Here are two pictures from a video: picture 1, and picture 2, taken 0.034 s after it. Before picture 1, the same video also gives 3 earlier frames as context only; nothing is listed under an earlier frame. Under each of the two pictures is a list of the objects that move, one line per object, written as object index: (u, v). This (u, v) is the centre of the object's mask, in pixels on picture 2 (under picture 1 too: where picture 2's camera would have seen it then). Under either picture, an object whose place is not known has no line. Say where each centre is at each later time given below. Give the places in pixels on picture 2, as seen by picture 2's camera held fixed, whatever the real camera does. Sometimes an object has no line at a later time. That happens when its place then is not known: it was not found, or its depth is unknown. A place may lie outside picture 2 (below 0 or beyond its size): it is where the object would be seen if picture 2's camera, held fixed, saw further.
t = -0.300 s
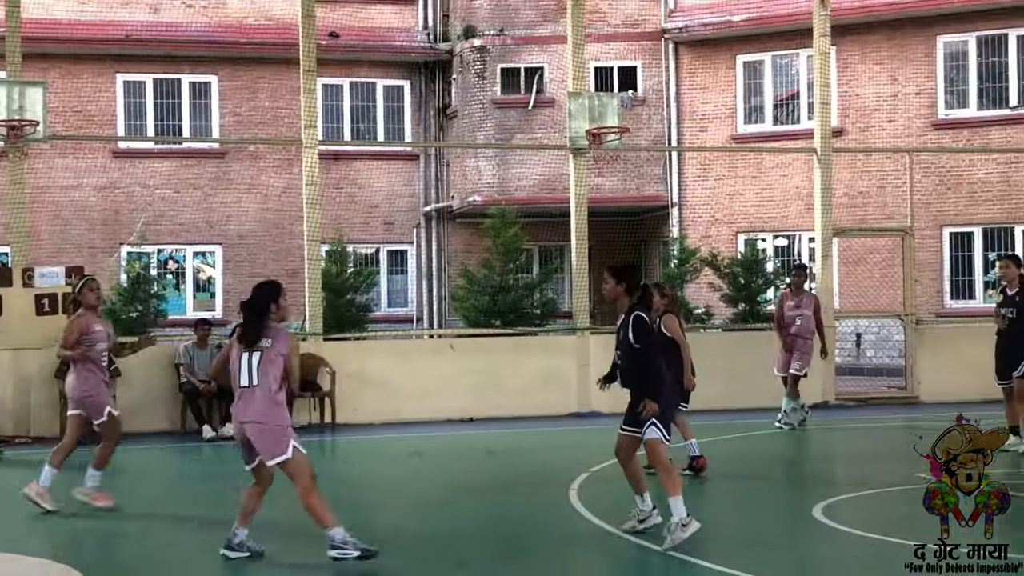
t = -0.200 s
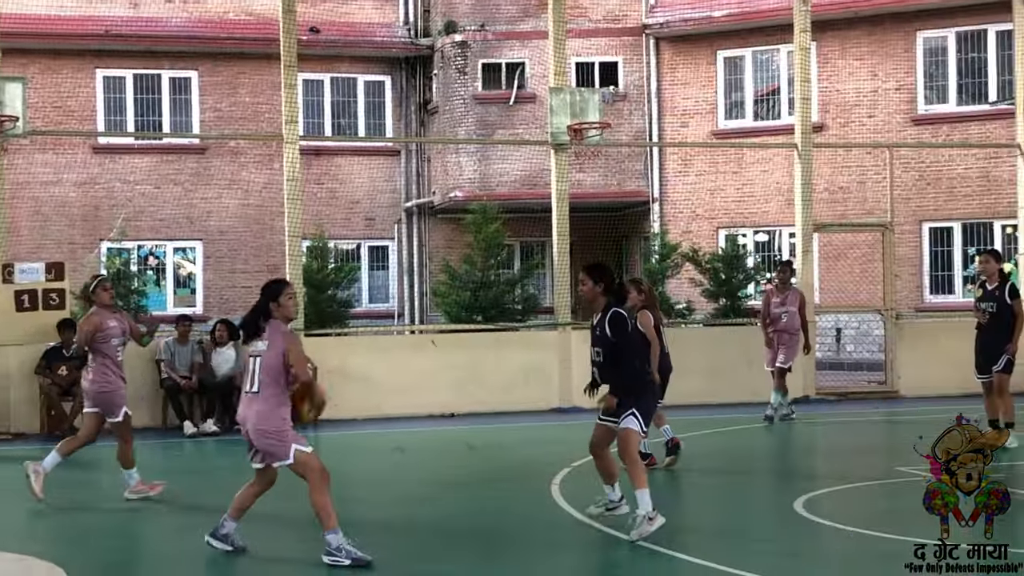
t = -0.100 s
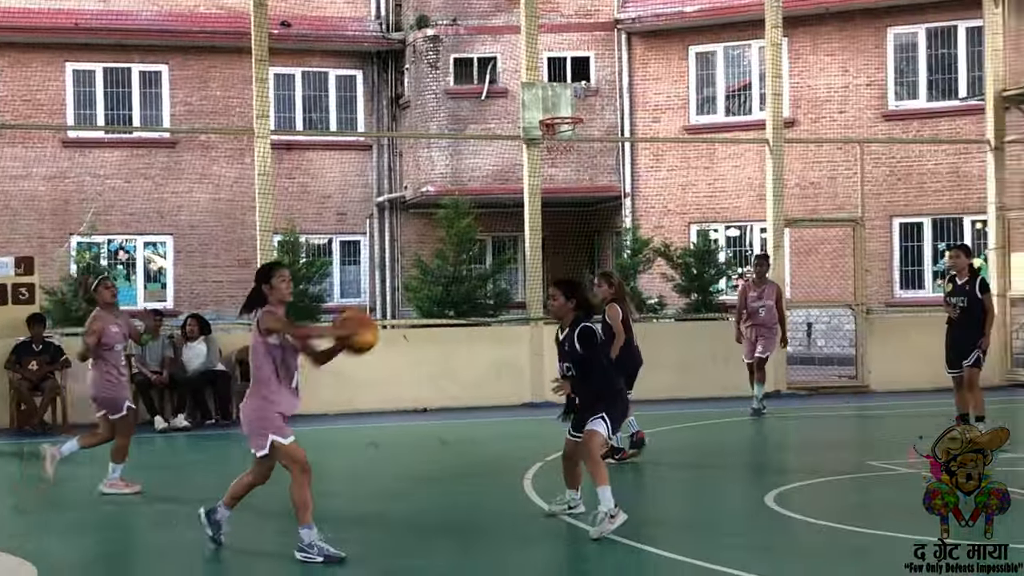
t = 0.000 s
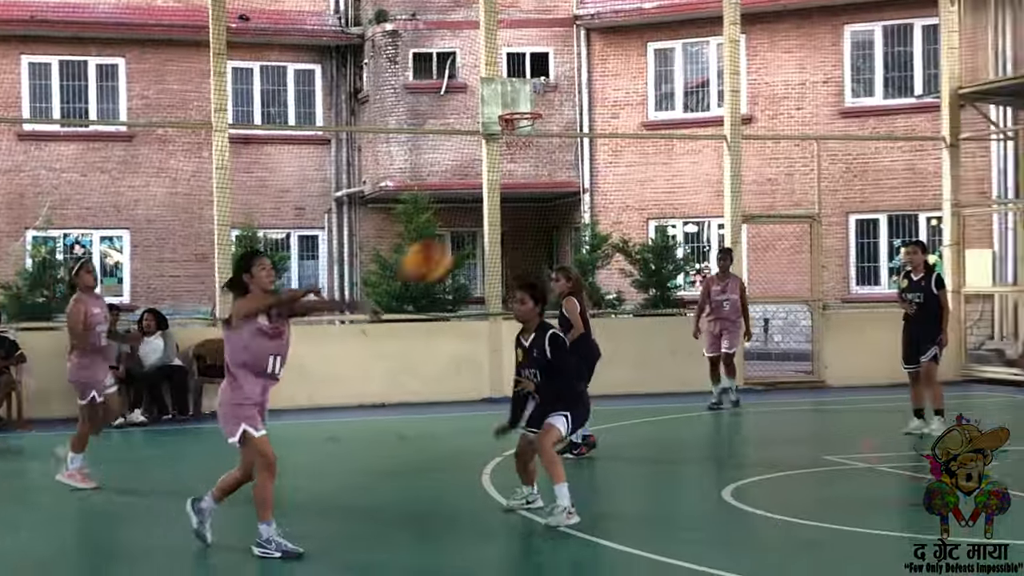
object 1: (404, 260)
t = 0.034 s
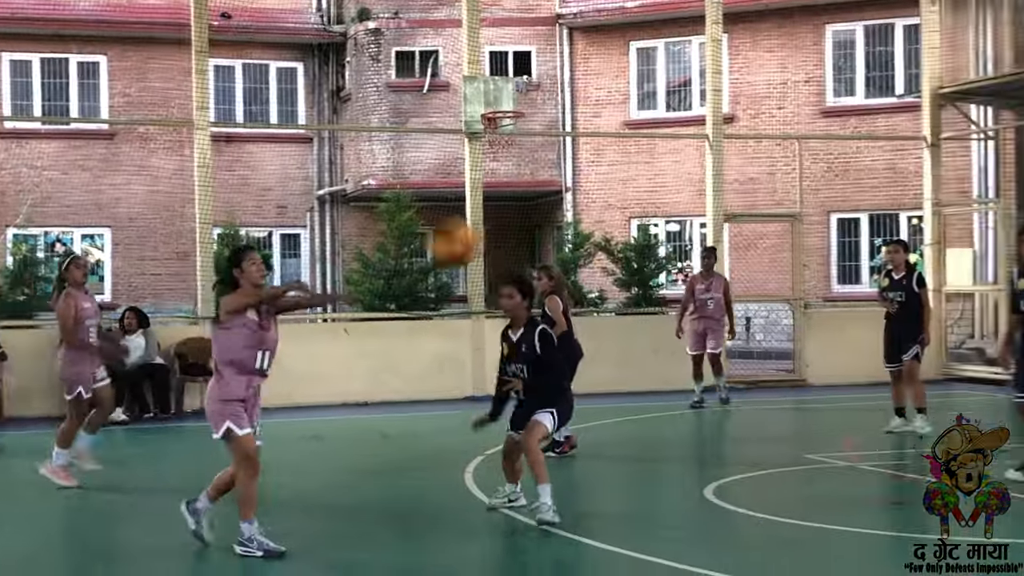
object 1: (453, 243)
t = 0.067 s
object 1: (504, 223)
